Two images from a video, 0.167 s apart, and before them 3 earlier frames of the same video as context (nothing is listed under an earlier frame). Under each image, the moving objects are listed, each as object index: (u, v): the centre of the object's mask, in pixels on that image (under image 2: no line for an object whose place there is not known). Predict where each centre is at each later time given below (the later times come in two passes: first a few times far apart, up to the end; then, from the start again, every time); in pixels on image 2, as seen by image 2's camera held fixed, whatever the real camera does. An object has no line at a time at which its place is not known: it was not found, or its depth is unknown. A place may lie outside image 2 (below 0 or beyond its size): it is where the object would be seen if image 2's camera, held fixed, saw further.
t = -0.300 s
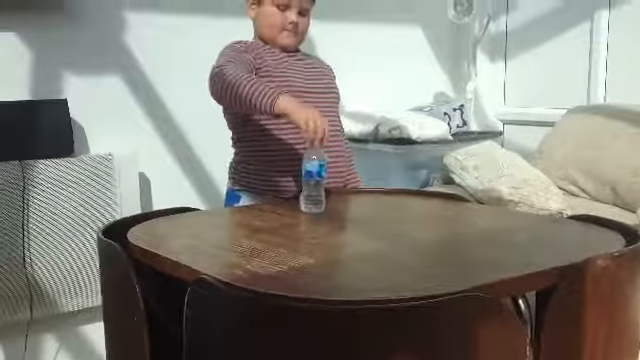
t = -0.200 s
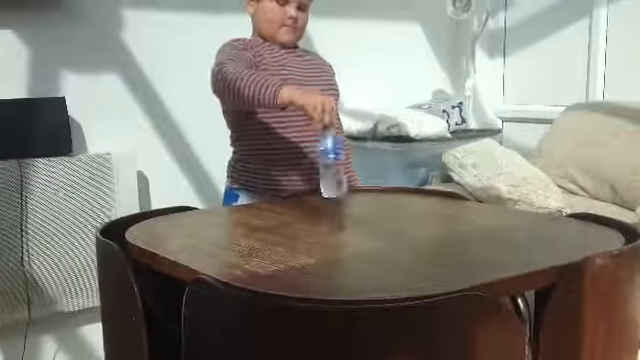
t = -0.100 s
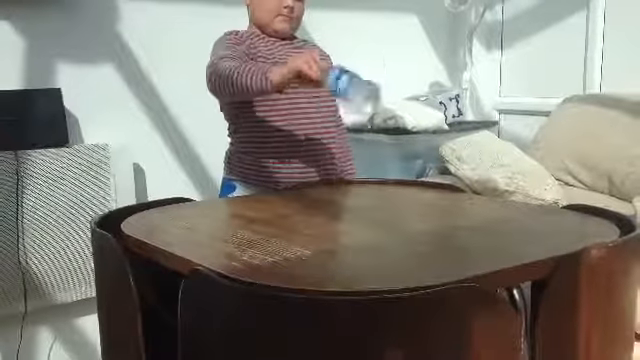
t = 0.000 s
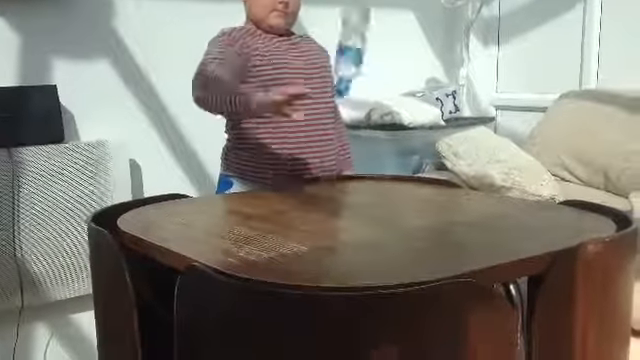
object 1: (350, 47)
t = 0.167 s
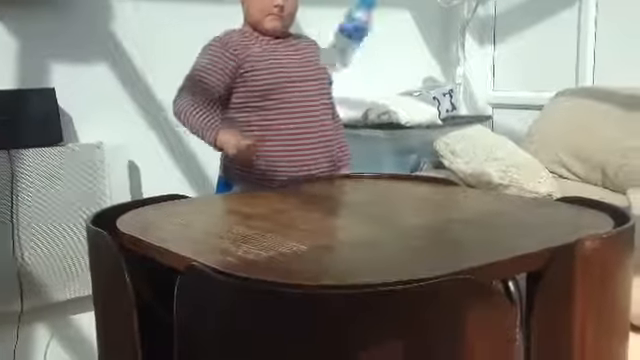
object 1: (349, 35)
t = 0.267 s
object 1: (337, 102)
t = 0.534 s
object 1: (325, 183)
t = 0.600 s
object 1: (325, 183)
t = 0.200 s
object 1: (345, 50)
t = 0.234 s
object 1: (341, 72)
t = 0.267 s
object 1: (337, 102)
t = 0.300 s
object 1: (332, 128)
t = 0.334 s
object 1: (336, 169)
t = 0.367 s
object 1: (334, 186)
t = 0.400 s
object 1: (327, 181)
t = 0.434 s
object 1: (325, 181)
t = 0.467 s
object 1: (325, 182)
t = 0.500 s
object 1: (324, 183)
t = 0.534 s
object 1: (325, 183)
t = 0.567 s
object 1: (325, 183)
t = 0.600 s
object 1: (325, 183)
